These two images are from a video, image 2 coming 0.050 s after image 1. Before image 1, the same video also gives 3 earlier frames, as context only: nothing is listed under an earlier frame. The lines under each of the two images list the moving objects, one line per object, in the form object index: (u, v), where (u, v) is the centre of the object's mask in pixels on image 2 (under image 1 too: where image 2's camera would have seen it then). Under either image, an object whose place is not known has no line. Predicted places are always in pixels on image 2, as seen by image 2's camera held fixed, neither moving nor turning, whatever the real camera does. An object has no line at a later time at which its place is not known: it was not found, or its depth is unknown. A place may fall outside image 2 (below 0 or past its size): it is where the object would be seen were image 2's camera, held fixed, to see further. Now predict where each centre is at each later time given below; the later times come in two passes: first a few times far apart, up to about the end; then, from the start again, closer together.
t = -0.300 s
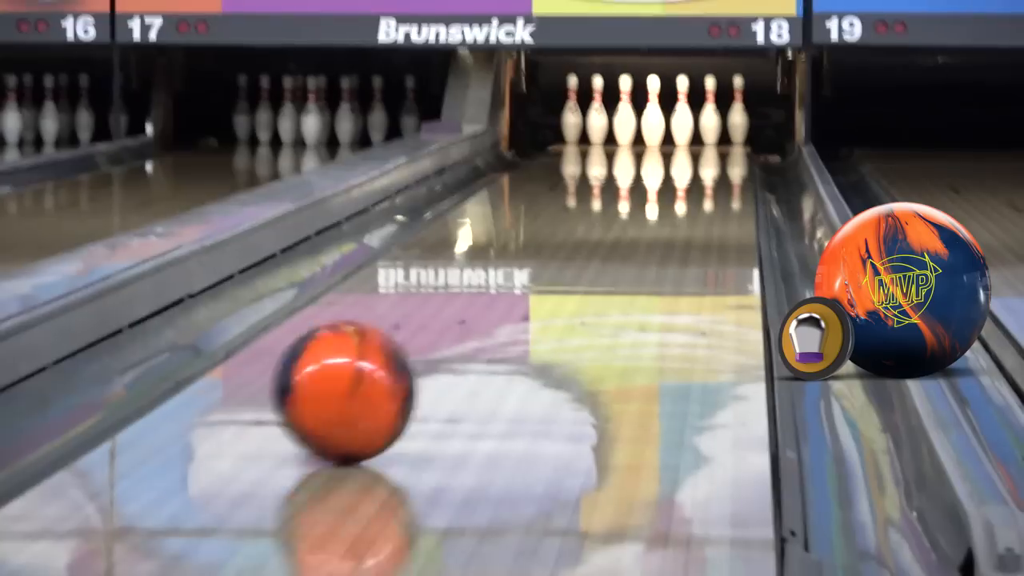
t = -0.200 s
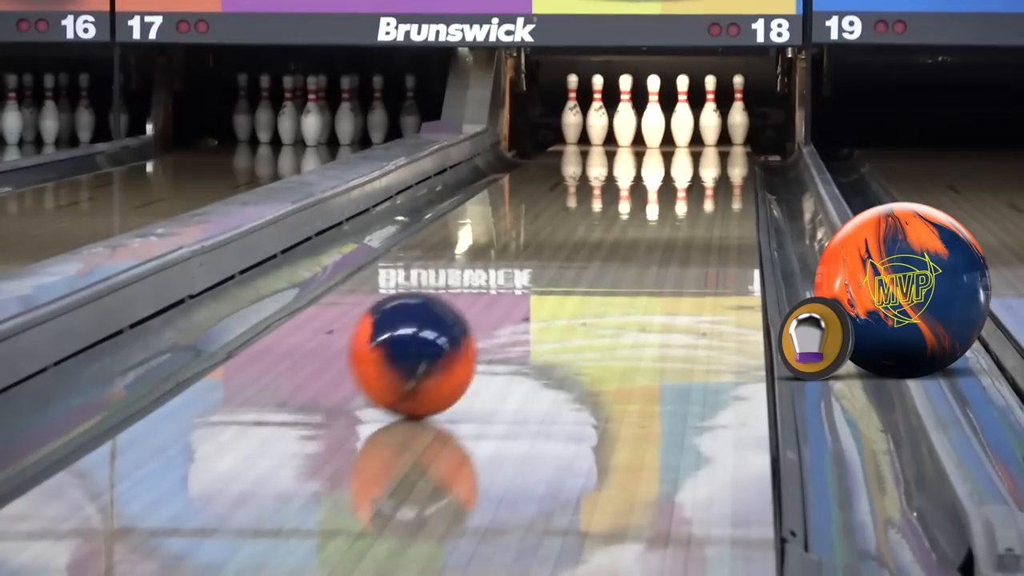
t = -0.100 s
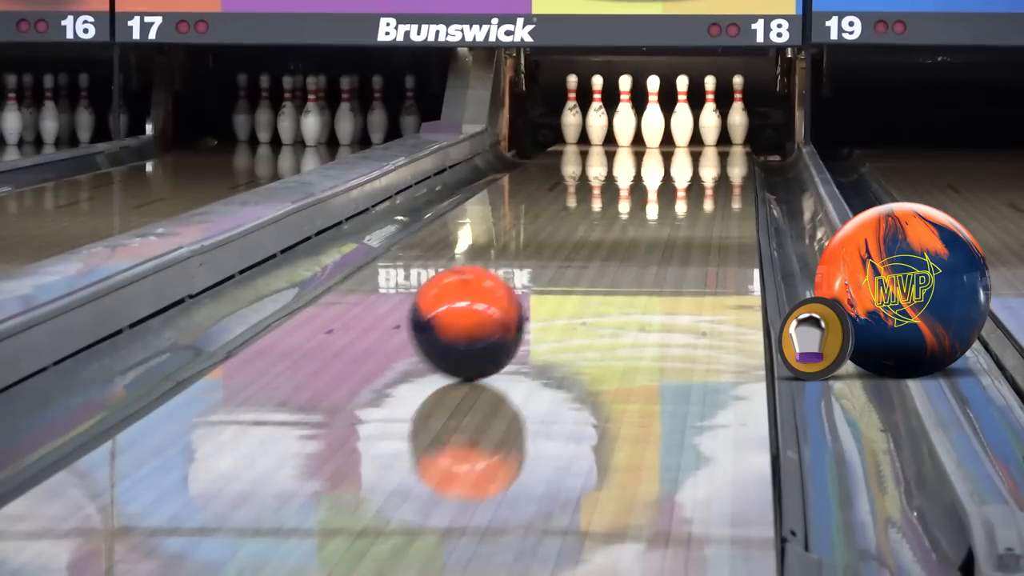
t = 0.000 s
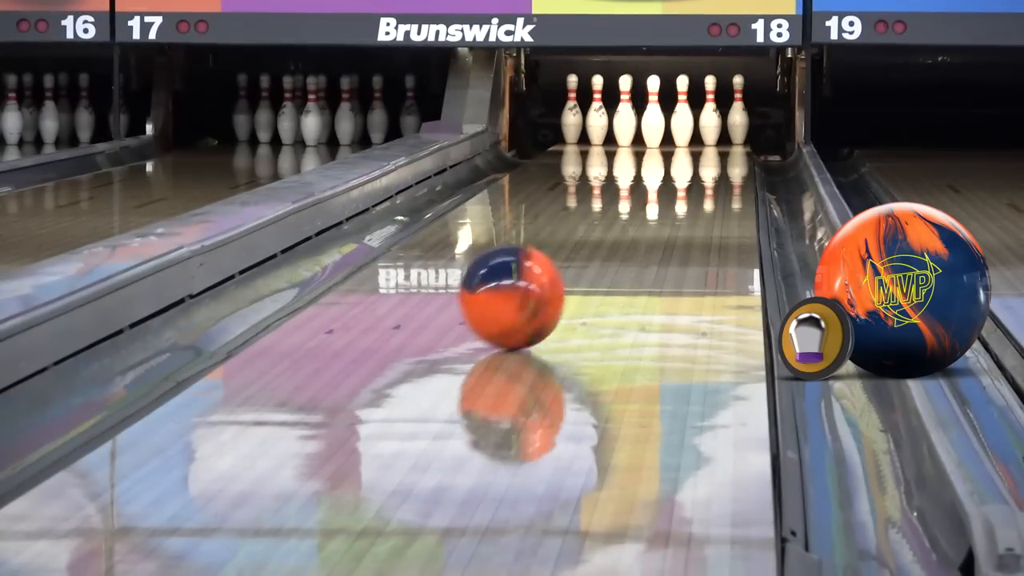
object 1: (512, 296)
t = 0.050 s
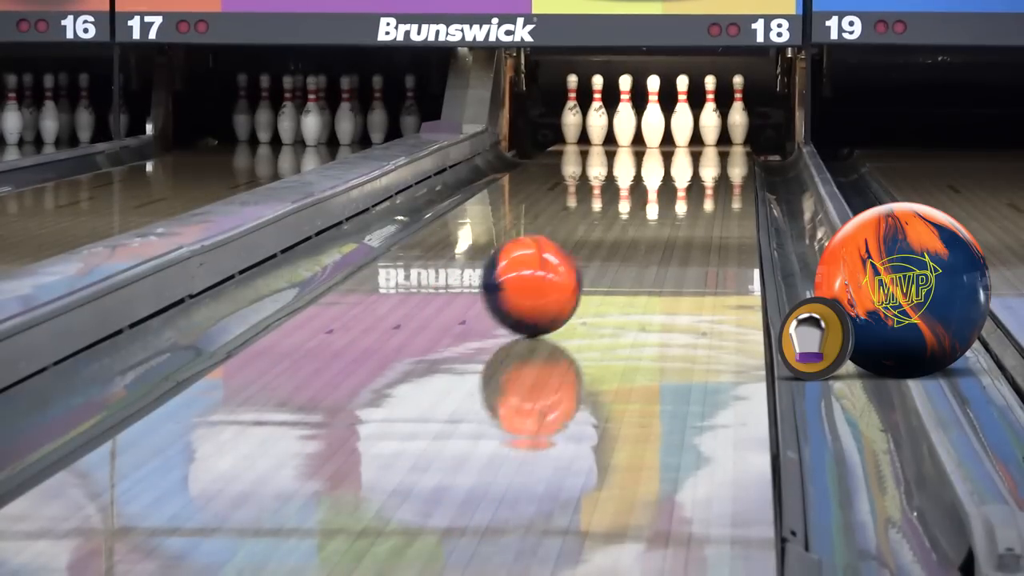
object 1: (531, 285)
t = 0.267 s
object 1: (598, 245)
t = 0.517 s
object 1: (652, 212)
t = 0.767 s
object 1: (689, 188)
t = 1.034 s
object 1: (713, 169)
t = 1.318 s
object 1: (721, 153)
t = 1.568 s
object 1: (709, 142)
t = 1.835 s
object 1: (682, 133)
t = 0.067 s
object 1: (537, 281)
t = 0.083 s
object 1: (543, 278)
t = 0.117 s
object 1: (554, 272)
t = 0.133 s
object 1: (560, 269)
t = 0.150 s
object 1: (566, 265)
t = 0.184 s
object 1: (575, 259)
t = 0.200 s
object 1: (580, 256)
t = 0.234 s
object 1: (590, 250)
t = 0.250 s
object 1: (594, 248)
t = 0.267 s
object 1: (598, 245)
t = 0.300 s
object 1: (606, 241)
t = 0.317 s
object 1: (610, 239)
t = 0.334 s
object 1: (614, 236)
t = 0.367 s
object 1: (623, 231)
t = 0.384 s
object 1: (626, 229)
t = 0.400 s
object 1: (630, 226)
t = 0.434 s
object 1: (636, 222)
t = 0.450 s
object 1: (639, 221)
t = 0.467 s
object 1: (643, 219)
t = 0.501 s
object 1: (649, 214)
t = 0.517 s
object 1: (652, 212)
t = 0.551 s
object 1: (658, 209)
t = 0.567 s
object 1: (661, 207)
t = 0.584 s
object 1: (663, 205)
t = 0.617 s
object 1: (668, 202)
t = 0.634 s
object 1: (671, 200)
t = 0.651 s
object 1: (673, 199)
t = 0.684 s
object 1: (679, 195)
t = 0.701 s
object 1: (680, 194)
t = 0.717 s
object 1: (683, 192)
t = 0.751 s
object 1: (687, 189)
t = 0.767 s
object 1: (689, 188)
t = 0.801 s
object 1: (693, 185)
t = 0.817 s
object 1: (695, 184)
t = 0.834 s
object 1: (696, 183)
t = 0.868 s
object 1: (700, 180)
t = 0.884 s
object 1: (701, 179)
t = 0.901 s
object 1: (703, 177)
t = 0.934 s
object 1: (706, 175)
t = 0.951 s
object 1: (707, 174)
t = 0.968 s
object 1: (709, 173)
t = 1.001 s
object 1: (711, 170)
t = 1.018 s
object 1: (712, 170)
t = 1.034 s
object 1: (713, 169)
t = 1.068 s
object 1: (715, 167)
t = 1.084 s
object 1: (716, 165)
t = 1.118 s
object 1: (717, 164)
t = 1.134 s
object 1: (718, 163)
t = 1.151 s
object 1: (719, 161)
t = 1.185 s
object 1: (720, 160)
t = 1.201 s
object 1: (720, 159)
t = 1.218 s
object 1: (721, 158)
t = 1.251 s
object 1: (721, 156)
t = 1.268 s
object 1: (721, 155)
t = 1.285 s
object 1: (721, 154)
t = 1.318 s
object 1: (721, 153)
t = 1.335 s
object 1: (721, 152)
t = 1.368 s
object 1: (720, 150)
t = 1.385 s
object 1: (719, 150)
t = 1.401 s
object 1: (719, 149)
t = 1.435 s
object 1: (718, 147)
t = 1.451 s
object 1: (717, 147)
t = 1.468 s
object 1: (716, 146)
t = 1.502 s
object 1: (714, 144)
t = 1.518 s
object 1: (713, 144)
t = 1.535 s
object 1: (712, 143)
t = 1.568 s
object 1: (709, 142)
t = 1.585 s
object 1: (707, 142)
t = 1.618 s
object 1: (704, 140)
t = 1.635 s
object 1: (702, 140)
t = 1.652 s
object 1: (700, 140)
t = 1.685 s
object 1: (697, 138)
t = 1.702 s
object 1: (696, 138)
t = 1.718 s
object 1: (694, 137)
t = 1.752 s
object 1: (690, 136)
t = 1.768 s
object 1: (688, 136)
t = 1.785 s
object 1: (687, 135)
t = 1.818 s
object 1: (684, 134)
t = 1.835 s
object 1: (682, 133)
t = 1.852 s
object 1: (680, 133)
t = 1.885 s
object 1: (677, 132)
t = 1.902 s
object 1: (675, 131)
